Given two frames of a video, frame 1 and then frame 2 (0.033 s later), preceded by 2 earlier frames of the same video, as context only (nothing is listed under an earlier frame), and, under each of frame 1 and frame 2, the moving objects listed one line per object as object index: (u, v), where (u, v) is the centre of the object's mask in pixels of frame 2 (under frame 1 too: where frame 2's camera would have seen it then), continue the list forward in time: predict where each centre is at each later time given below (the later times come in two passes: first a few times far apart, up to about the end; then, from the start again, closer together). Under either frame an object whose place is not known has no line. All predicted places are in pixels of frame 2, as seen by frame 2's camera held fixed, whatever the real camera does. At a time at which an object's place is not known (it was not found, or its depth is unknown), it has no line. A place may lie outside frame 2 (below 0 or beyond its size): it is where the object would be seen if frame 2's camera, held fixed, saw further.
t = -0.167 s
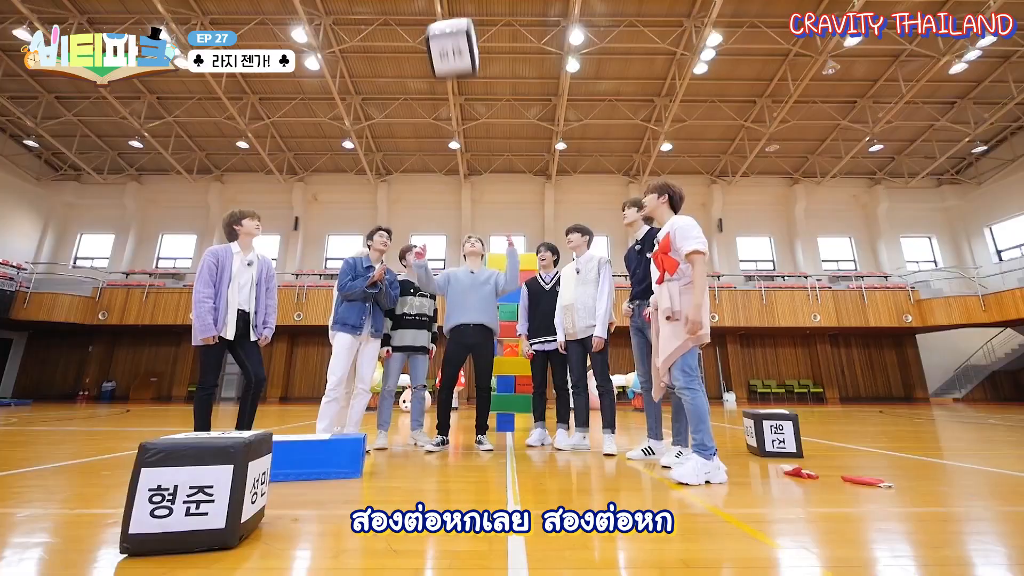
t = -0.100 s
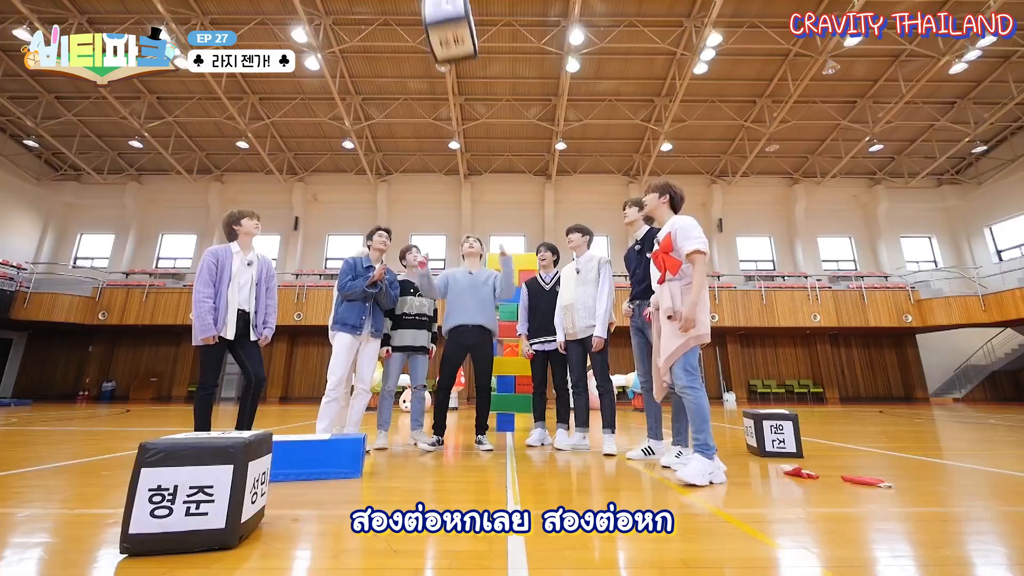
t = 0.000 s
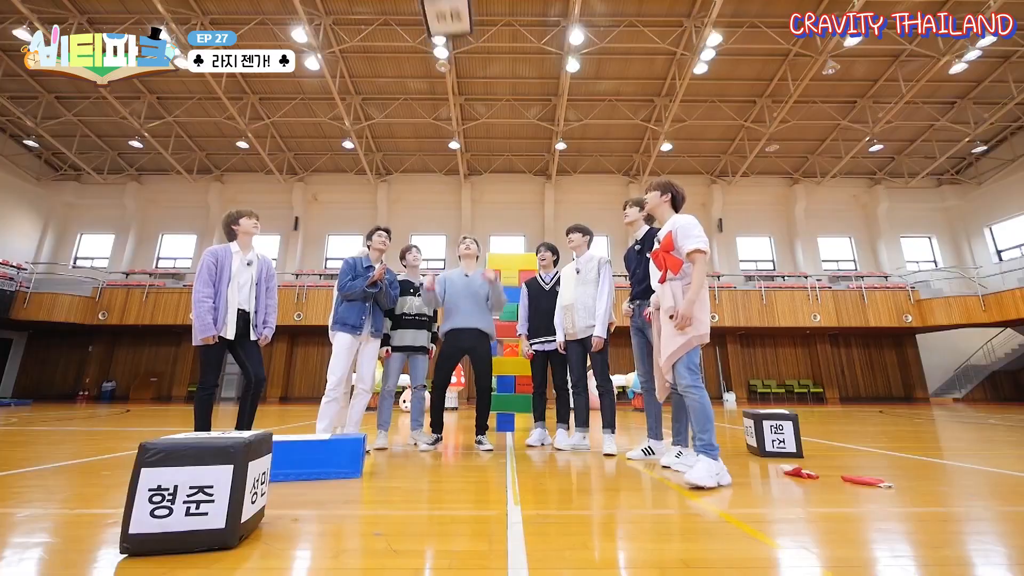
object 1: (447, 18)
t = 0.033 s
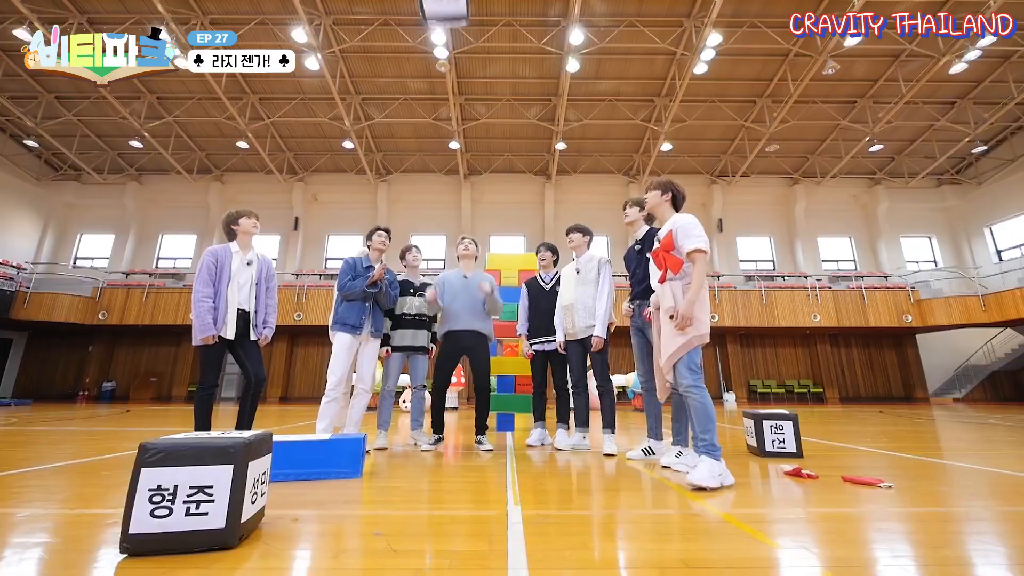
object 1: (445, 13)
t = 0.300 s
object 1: (427, 16)
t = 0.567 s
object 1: (380, 106)
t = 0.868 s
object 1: (298, 494)
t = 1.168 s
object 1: (420, 470)
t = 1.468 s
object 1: (496, 478)
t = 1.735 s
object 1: (552, 506)
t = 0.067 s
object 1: (444, 14)
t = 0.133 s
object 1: (439, 10)
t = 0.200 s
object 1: (434, 11)
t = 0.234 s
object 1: (433, 11)
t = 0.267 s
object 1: (431, 14)
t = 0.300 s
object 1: (427, 16)
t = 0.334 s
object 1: (421, 16)
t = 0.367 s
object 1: (418, 25)
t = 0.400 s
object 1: (412, 30)
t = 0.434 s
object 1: (405, 33)
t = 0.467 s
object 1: (400, 45)
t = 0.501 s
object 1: (394, 59)
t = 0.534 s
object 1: (388, 79)
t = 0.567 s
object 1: (380, 106)
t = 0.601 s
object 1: (372, 136)
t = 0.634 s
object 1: (362, 169)
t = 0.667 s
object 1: (349, 209)
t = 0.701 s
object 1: (338, 261)
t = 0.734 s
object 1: (321, 321)
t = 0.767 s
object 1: (306, 388)
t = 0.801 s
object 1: (283, 483)
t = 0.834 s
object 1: (284, 508)
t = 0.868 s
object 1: (298, 494)
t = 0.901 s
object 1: (314, 473)
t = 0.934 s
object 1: (330, 458)
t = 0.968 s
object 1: (344, 448)
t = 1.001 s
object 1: (358, 442)
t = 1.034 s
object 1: (371, 440)
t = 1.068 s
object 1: (384, 442)
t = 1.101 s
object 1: (396, 447)
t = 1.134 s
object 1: (408, 457)
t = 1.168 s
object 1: (420, 470)
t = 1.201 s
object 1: (432, 487)
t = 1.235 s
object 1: (442, 490)
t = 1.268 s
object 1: (452, 480)
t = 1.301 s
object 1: (461, 472)
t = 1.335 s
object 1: (469, 471)
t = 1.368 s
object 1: (477, 472)
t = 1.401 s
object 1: (484, 475)
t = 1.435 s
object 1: (490, 477)
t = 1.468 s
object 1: (496, 478)
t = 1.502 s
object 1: (503, 480)
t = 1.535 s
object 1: (509, 482)
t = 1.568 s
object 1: (516, 488)
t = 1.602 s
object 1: (525, 498)
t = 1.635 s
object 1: (535, 507)
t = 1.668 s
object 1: (543, 511)
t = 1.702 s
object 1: (549, 509)
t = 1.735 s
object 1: (552, 506)
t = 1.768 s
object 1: (555, 504)
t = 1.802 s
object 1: (558, 504)
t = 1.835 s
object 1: (560, 505)
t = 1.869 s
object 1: (563, 506)
